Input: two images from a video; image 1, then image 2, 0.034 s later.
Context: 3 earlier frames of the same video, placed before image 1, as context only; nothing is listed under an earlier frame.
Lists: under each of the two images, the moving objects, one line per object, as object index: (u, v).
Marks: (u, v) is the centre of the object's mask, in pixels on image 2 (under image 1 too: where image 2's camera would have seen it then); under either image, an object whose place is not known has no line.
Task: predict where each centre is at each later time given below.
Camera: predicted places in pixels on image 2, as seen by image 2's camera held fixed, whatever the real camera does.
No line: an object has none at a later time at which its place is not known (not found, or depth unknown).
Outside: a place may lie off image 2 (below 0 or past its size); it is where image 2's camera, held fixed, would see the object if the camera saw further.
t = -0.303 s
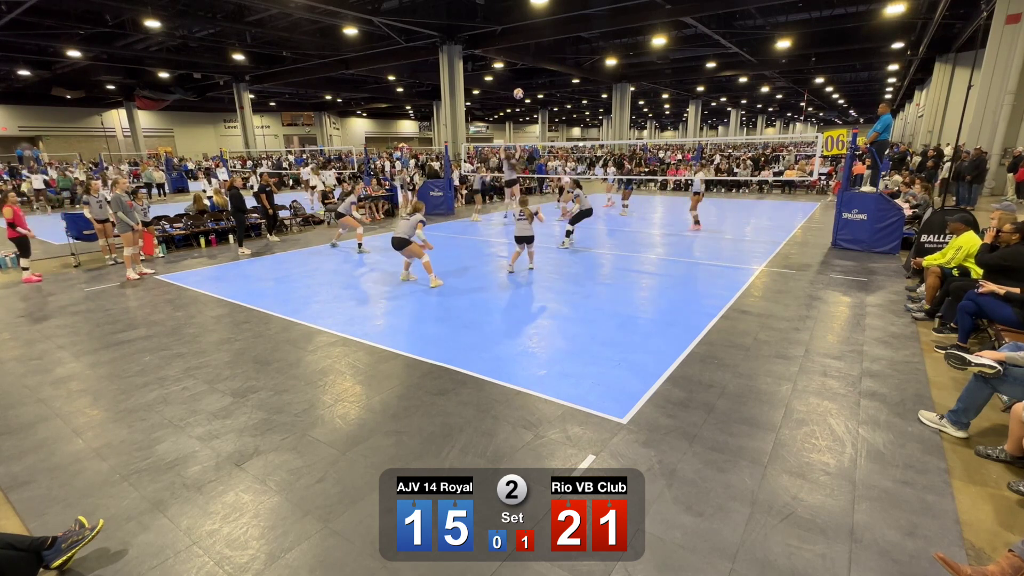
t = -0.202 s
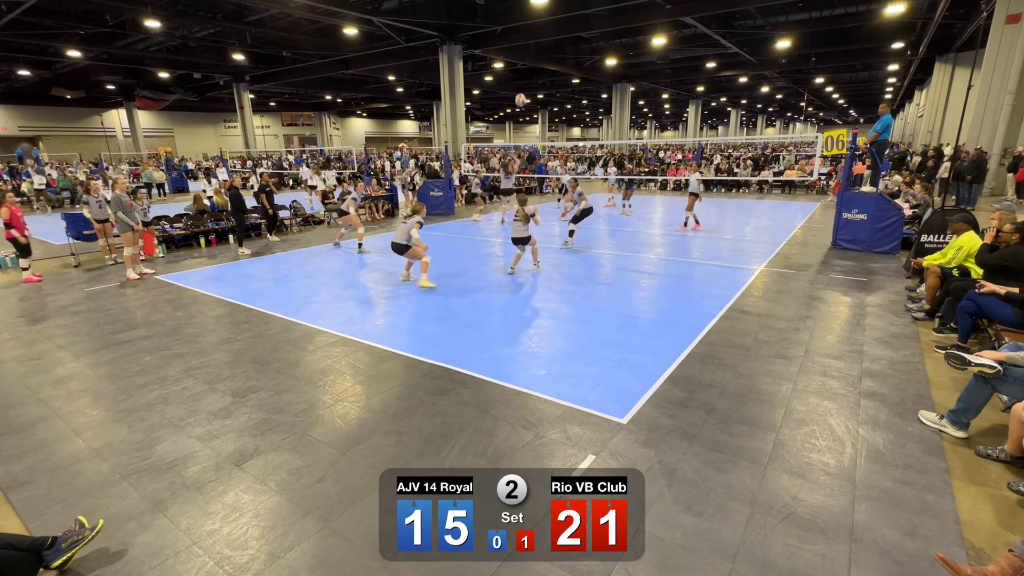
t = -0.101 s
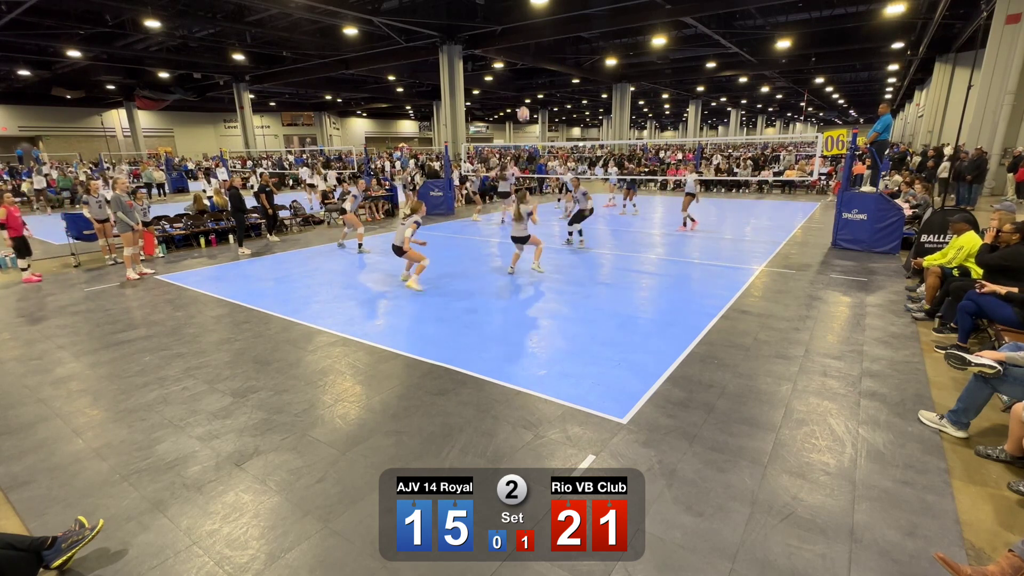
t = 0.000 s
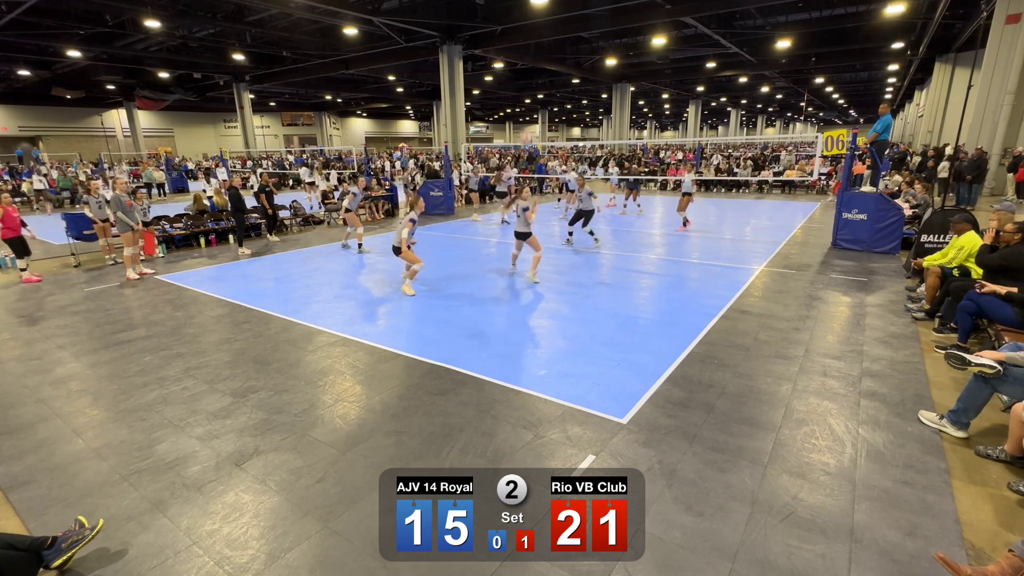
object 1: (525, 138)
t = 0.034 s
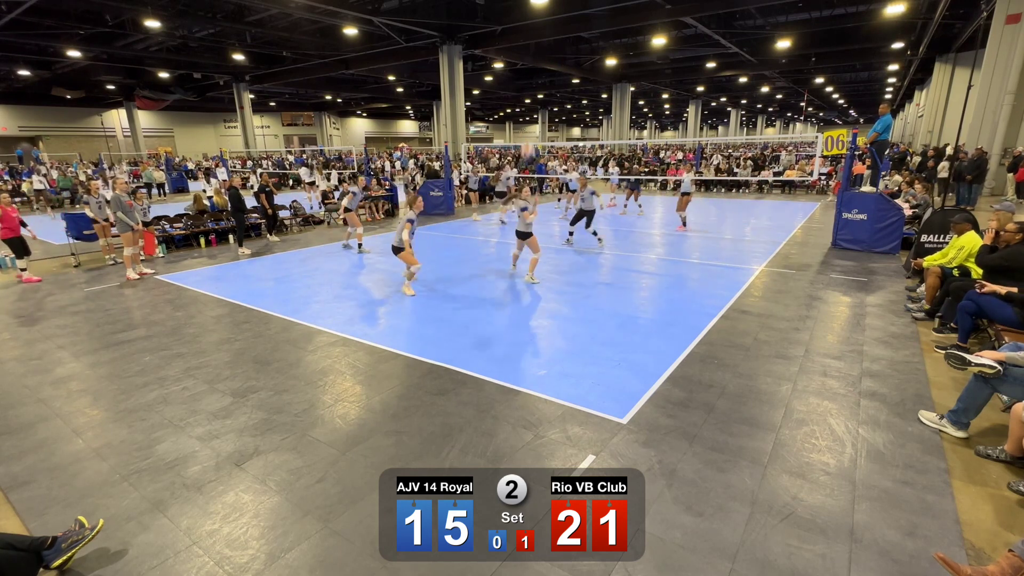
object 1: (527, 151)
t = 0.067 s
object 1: (529, 163)
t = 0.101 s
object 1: (531, 177)
